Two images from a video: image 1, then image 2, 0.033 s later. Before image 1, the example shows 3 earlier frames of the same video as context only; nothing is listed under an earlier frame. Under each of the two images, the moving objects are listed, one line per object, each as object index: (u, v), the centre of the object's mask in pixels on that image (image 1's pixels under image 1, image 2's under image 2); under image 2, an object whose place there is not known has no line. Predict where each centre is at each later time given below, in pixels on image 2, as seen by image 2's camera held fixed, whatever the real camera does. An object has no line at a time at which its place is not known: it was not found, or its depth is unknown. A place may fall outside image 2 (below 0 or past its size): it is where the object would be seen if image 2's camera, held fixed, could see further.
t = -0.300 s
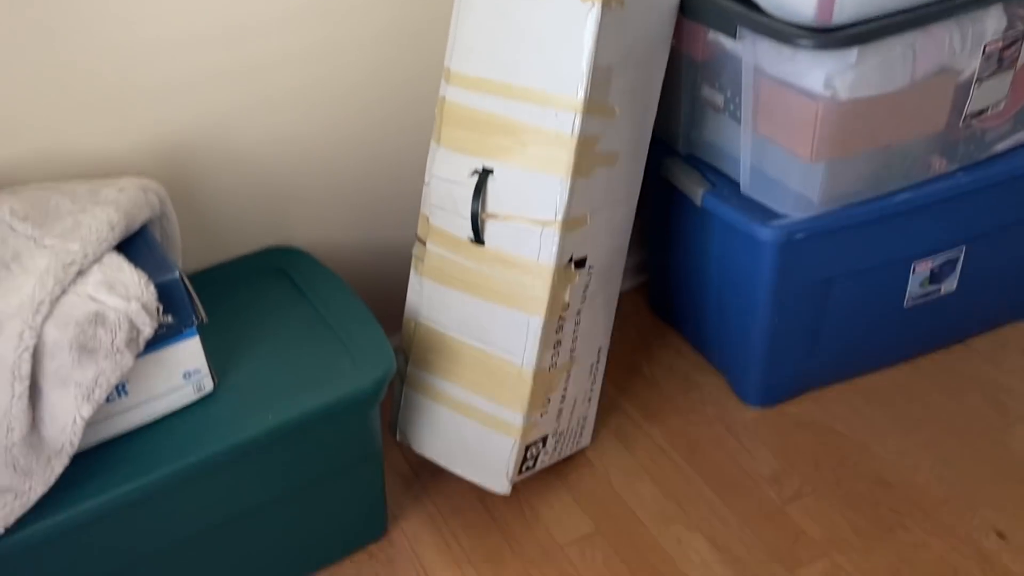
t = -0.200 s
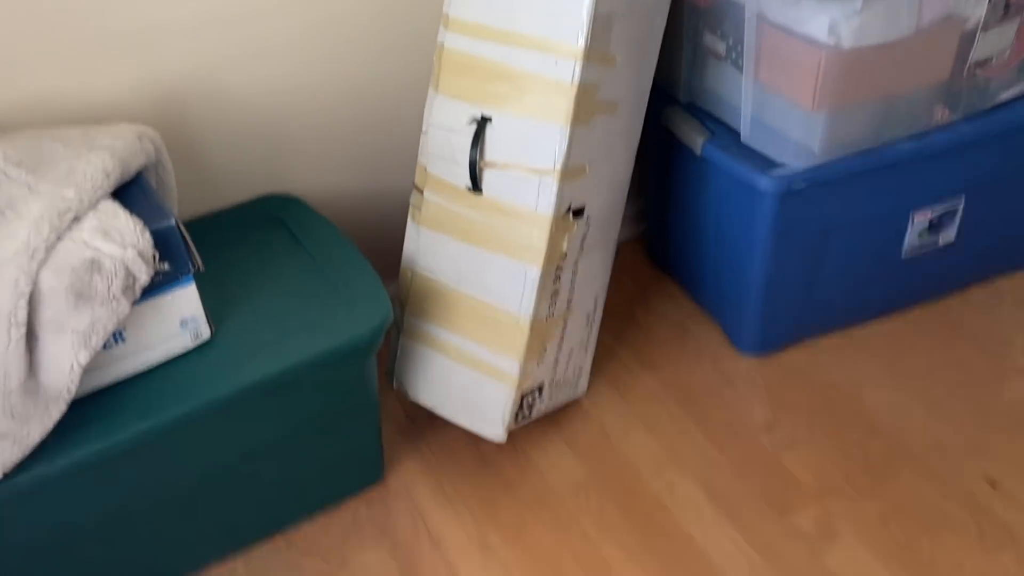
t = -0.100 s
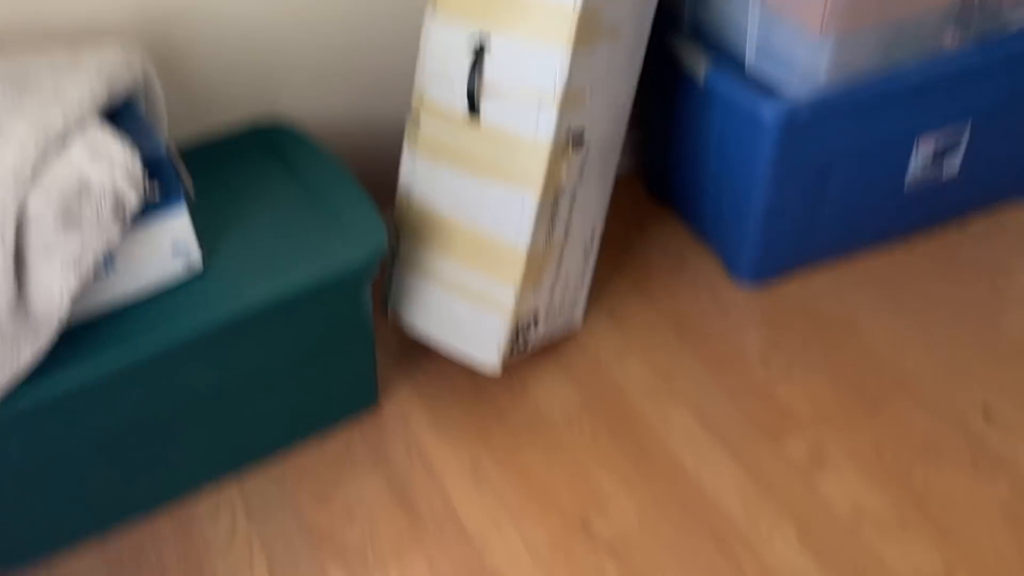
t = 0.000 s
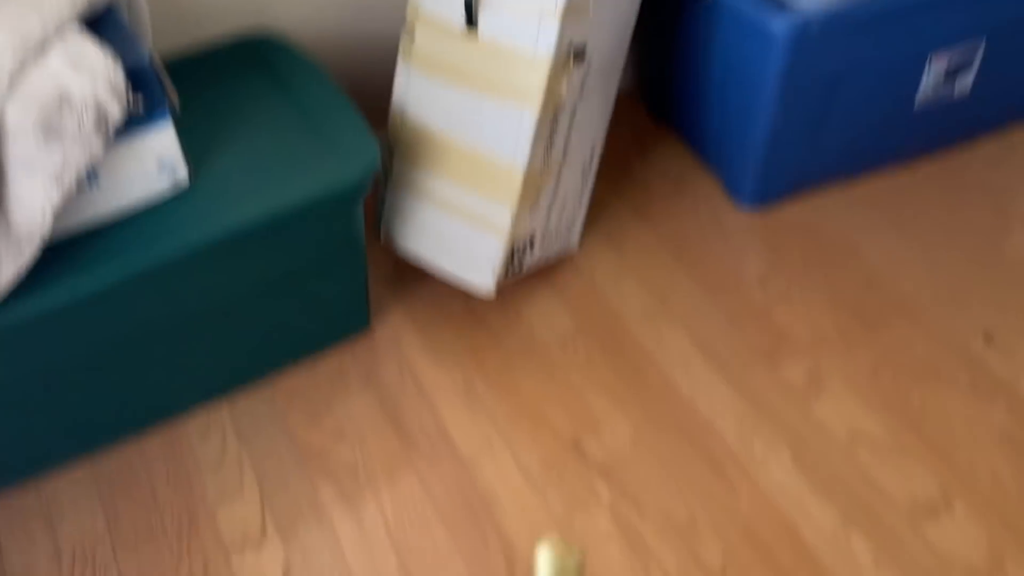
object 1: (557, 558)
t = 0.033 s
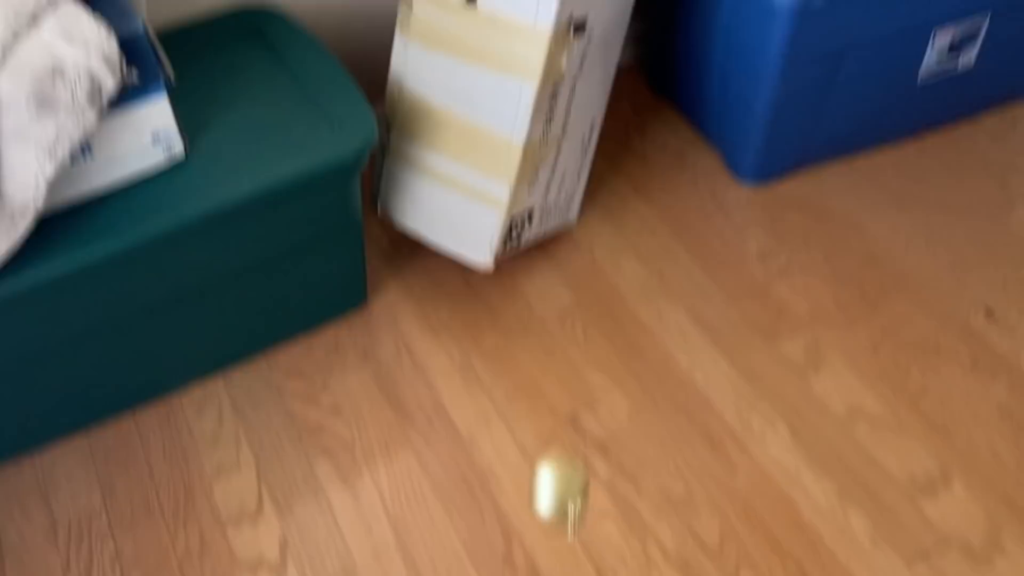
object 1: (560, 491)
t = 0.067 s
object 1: (567, 437)
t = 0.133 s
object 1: (579, 333)
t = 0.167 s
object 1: (586, 290)
